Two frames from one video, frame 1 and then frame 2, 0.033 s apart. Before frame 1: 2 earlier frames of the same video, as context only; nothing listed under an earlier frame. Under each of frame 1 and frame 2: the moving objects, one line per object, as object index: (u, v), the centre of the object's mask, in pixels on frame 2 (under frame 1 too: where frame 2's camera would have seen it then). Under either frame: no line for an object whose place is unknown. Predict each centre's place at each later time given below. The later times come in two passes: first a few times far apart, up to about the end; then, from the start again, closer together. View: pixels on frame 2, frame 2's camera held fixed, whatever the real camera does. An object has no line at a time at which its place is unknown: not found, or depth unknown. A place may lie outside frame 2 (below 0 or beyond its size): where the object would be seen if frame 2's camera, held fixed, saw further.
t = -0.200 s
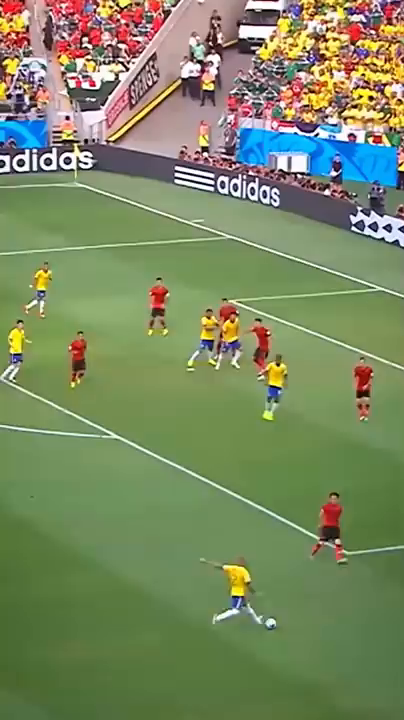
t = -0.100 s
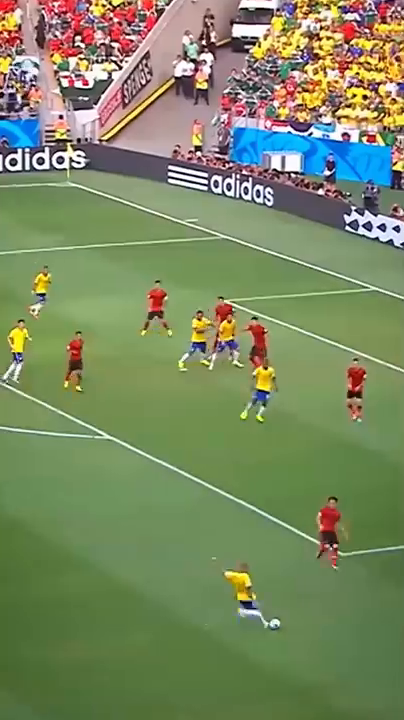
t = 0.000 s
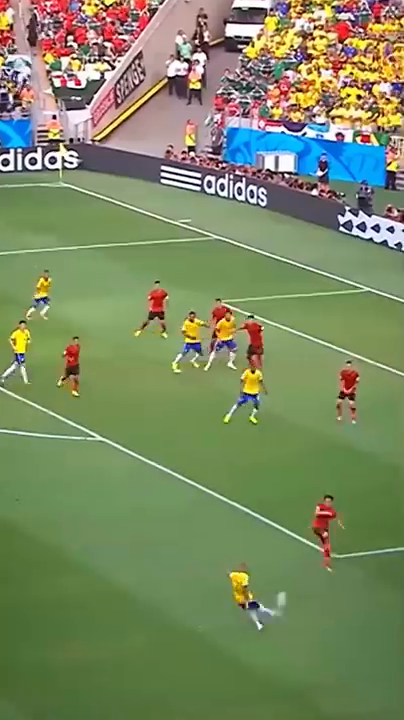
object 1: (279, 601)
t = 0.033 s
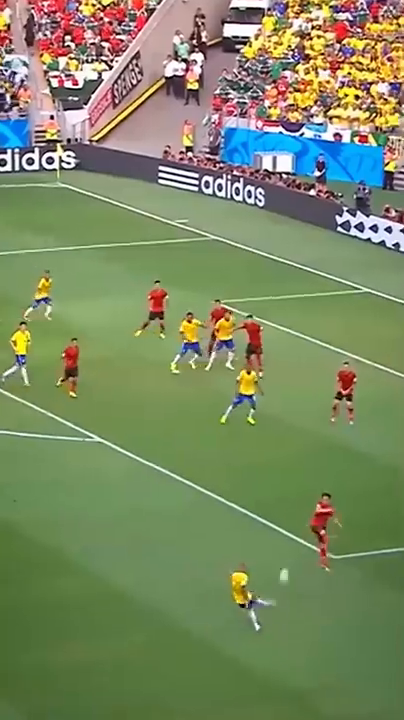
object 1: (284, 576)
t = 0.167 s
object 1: (295, 492)
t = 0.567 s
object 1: (298, 324)
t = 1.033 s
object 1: (256, 251)
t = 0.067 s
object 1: (285, 553)
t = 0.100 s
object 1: (291, 531)
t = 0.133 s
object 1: (292, 511)
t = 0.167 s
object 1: (295, 492)
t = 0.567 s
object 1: (298, 324)
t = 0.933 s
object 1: (267, 259)
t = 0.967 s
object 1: (262, 256)
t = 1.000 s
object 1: (259, 253)
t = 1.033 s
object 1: (256, 251)
